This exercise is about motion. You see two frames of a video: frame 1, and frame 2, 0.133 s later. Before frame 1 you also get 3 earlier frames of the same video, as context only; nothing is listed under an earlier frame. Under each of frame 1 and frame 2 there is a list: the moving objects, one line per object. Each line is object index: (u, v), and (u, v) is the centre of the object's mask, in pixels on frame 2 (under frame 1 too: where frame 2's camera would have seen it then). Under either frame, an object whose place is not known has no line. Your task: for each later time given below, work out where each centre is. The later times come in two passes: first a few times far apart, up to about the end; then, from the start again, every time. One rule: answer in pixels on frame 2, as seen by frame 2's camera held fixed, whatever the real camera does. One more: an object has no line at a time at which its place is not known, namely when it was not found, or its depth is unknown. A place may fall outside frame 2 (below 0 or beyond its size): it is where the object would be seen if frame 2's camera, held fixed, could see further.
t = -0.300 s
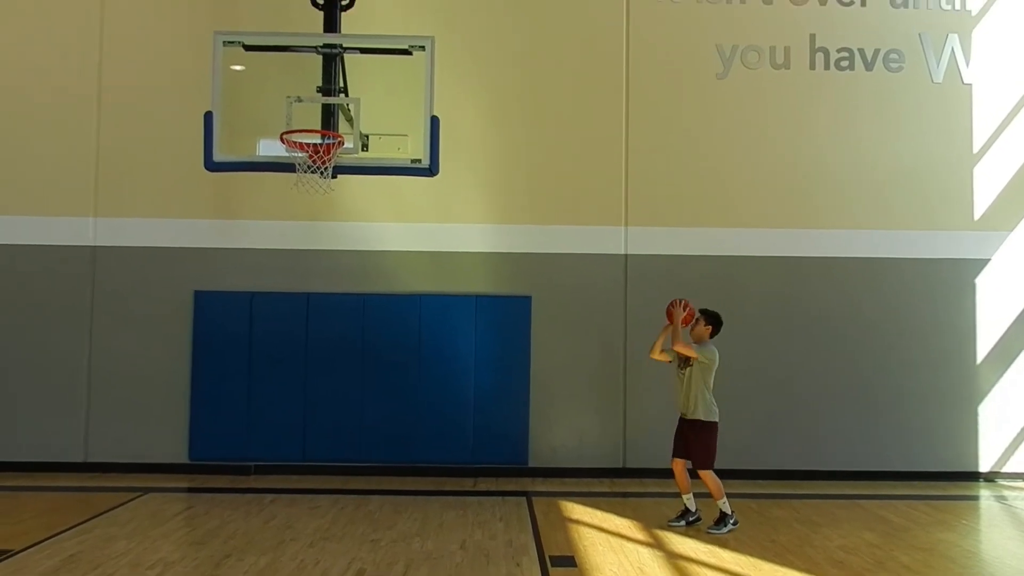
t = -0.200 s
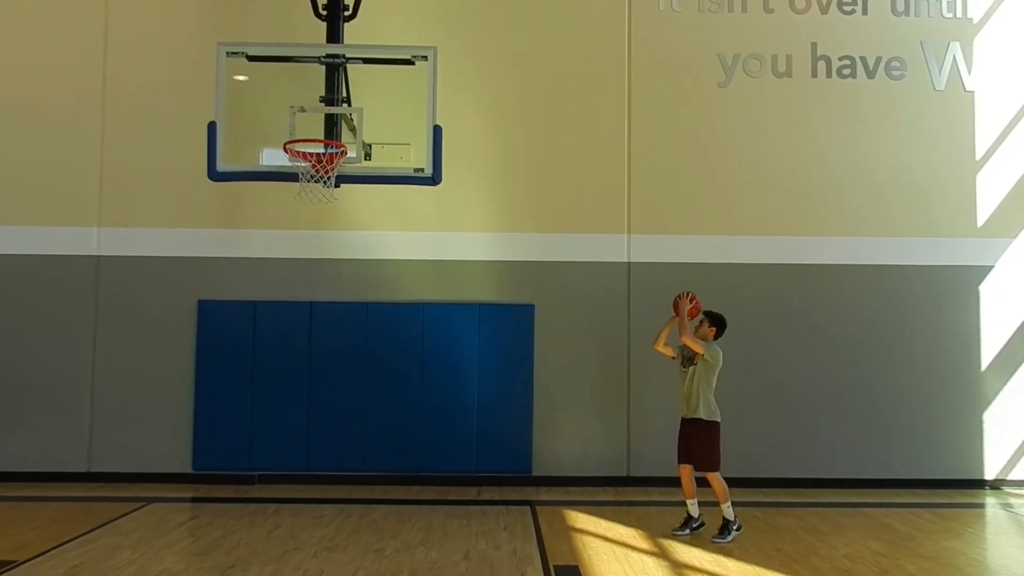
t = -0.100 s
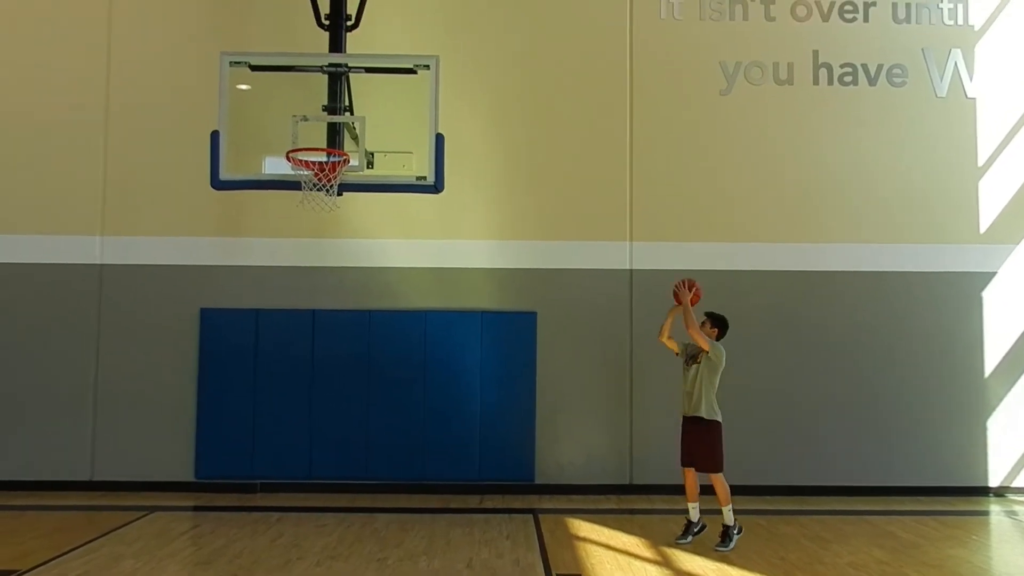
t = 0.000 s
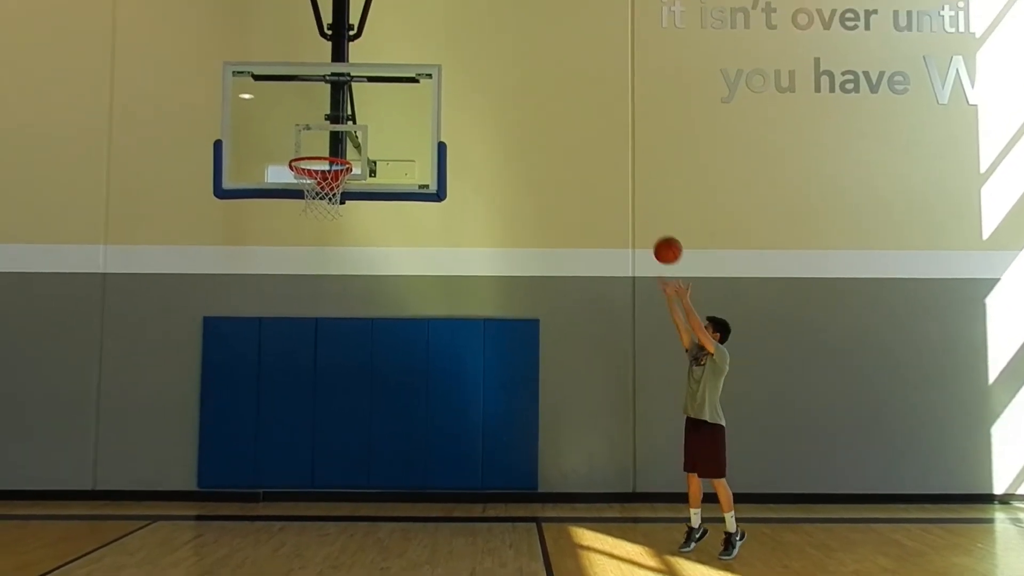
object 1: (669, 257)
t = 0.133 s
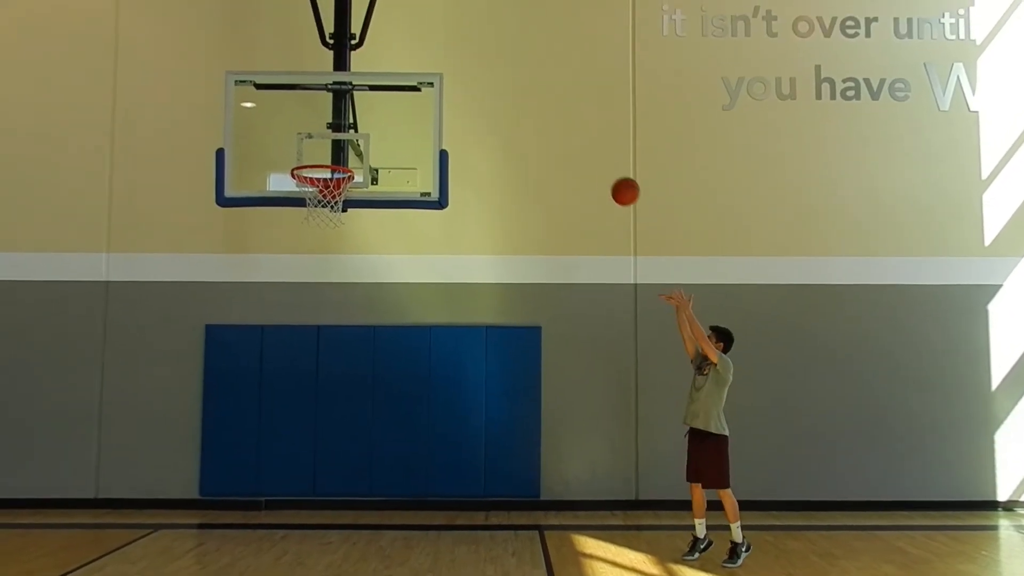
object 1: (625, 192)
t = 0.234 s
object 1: (593, 155)
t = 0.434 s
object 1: (528, 117)
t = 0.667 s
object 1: (456, 129)
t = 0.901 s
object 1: (517, 200)
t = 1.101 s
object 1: (572, 316)
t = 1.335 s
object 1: (639, 529)
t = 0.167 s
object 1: (614, 178)
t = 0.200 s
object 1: (603, 166)
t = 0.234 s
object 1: (593, 155)
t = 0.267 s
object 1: (582, 146)
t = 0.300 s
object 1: (571, 137)
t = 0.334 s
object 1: (560, 130)
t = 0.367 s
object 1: (549, 125)
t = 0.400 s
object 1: (539, 120)
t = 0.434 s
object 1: (528, 117)
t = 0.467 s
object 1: (517, 115)
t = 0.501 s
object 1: (506, 114)
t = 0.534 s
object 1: (495, 115)
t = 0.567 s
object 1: (484, 117)
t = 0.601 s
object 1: (474, 120)
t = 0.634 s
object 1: (462, 124)
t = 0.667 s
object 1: (456, 129)
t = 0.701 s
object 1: (464, 136)
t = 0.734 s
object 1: (473, 143)
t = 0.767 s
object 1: (482, 151)
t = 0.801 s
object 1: (491, 161)
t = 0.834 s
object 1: (500, 173)
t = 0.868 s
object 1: (509, 185)
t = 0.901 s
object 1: (517, 200)
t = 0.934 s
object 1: (526, 215)
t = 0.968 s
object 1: (536, 232)
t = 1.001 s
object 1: (544, 250)
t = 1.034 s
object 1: (554, 270)
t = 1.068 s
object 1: (563, 293)
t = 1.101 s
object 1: (572, 316)
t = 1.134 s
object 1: (581, 341)
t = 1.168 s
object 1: (590, 367)
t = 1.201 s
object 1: (600, 395)
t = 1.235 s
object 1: (609, 425)
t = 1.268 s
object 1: (619, 457)
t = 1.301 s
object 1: (628, 492)
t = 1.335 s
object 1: (639, 529)
